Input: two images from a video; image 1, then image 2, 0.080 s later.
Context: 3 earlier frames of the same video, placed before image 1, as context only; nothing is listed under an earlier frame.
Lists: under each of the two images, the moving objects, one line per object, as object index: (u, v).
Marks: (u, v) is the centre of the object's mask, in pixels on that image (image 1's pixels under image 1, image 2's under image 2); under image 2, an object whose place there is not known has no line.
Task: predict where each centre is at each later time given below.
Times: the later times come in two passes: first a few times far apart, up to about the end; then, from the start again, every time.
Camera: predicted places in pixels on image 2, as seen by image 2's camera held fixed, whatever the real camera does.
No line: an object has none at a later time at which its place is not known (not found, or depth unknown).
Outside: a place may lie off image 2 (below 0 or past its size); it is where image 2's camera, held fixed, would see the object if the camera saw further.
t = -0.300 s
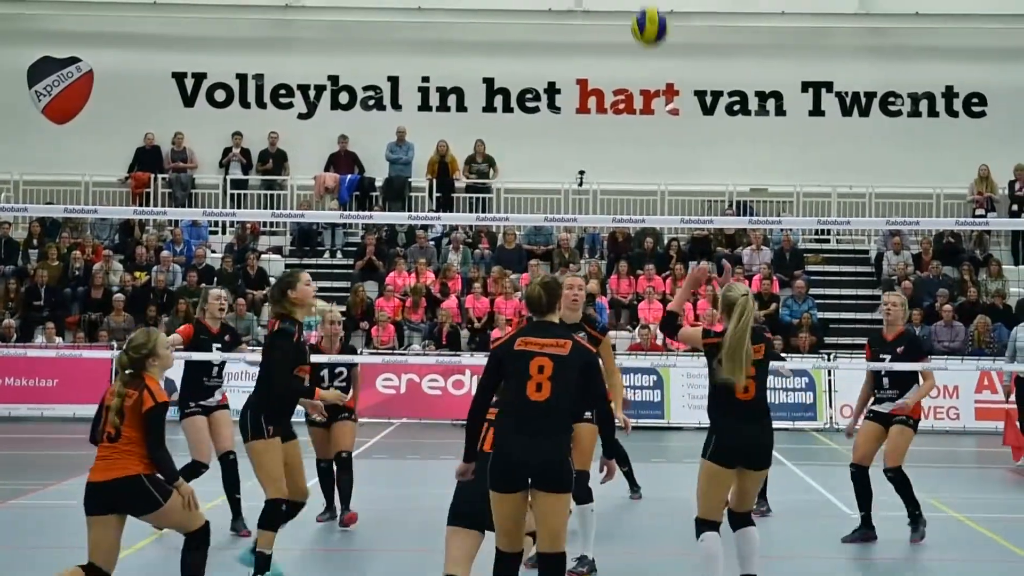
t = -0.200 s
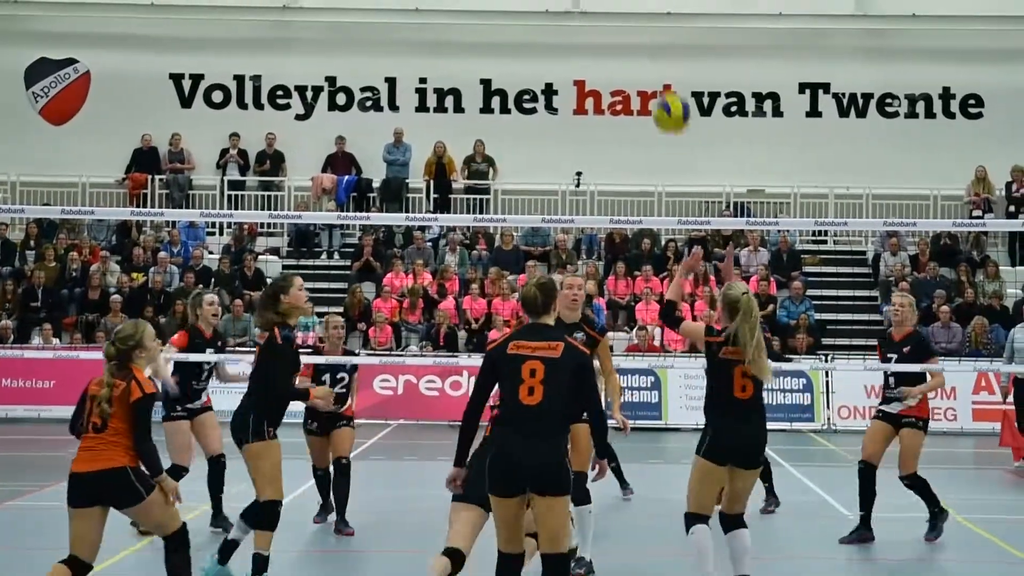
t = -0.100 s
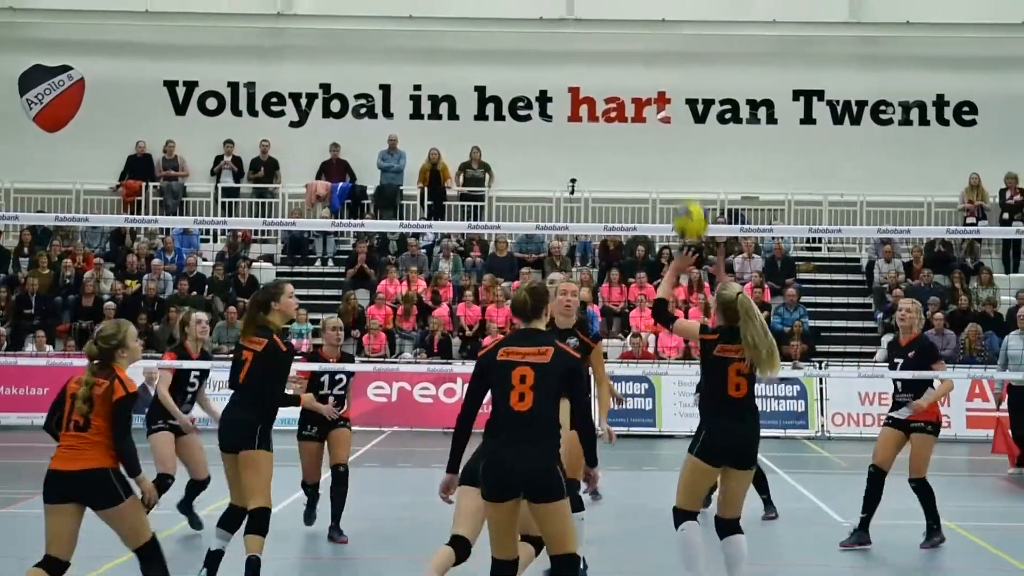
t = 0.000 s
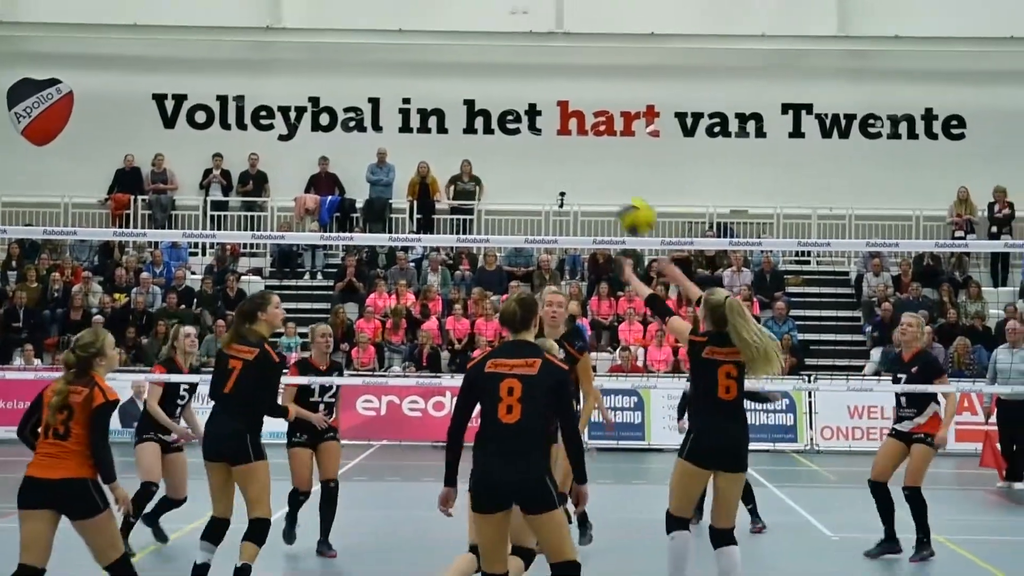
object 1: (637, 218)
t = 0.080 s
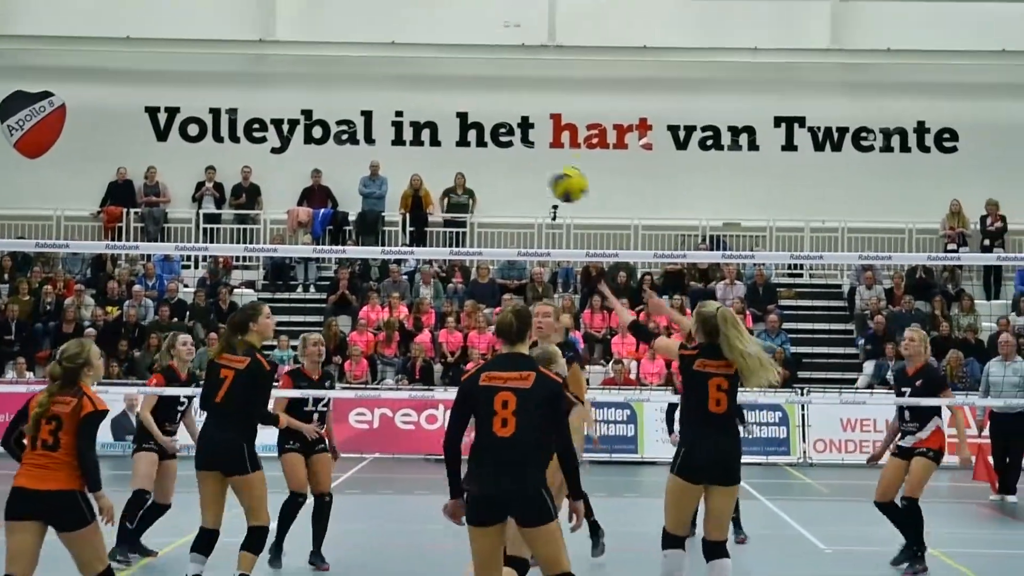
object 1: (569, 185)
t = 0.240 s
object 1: (460, 136)
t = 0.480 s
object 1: (326, 141)
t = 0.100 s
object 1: (555, 176)
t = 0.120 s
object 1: (541, 168)
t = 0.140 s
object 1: (527, 160)
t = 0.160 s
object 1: (513, 154)
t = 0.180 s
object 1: (498, 148)
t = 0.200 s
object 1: (485, 143)
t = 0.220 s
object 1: (473, 139)
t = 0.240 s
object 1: (460, 136)
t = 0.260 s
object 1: (447, 132)
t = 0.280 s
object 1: (435, 130)
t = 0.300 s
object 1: (423, 129)
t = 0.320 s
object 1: (412, 129)
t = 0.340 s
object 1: (400, 128)
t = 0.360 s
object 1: (389, 128)
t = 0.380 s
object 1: (378, 129)
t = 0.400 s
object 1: (367, 131)
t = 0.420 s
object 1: (356, 133)
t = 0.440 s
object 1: (346, 135)
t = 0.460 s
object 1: (336, 138)
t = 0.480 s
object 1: (326, 141)
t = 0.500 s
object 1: (314, 145)
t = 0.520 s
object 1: (304, 150)
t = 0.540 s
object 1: (294, 156)
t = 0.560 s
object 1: (284, 162)
